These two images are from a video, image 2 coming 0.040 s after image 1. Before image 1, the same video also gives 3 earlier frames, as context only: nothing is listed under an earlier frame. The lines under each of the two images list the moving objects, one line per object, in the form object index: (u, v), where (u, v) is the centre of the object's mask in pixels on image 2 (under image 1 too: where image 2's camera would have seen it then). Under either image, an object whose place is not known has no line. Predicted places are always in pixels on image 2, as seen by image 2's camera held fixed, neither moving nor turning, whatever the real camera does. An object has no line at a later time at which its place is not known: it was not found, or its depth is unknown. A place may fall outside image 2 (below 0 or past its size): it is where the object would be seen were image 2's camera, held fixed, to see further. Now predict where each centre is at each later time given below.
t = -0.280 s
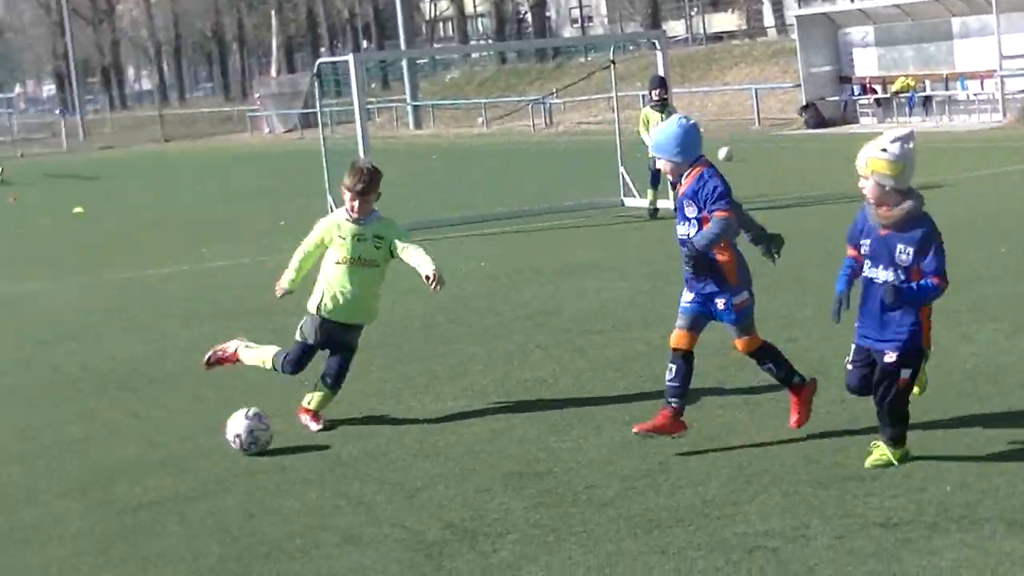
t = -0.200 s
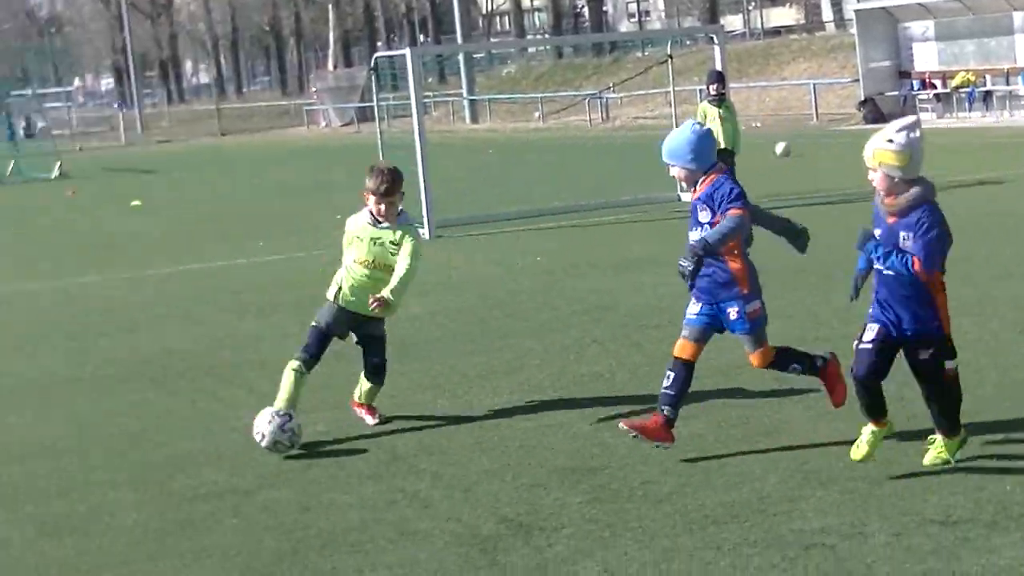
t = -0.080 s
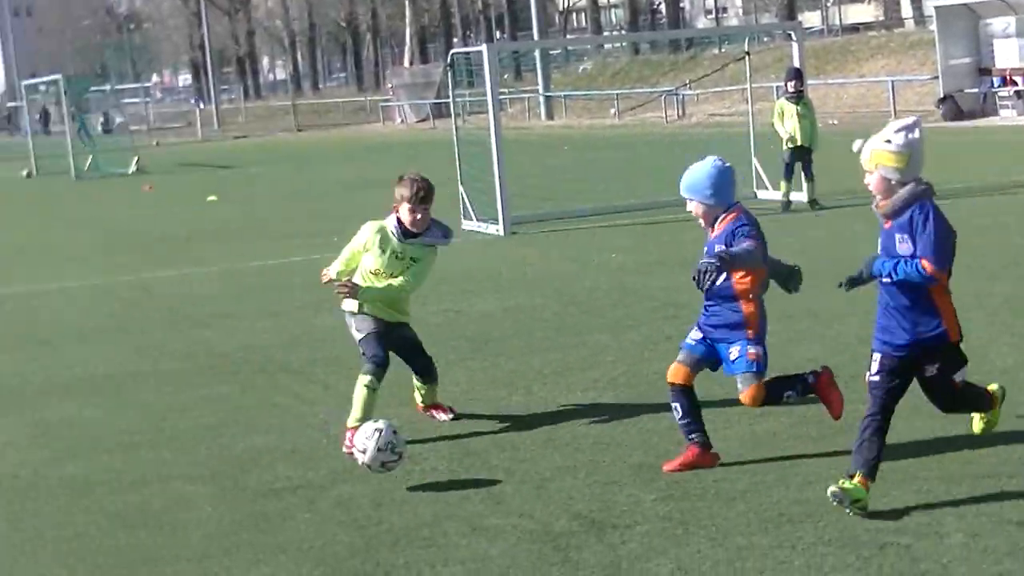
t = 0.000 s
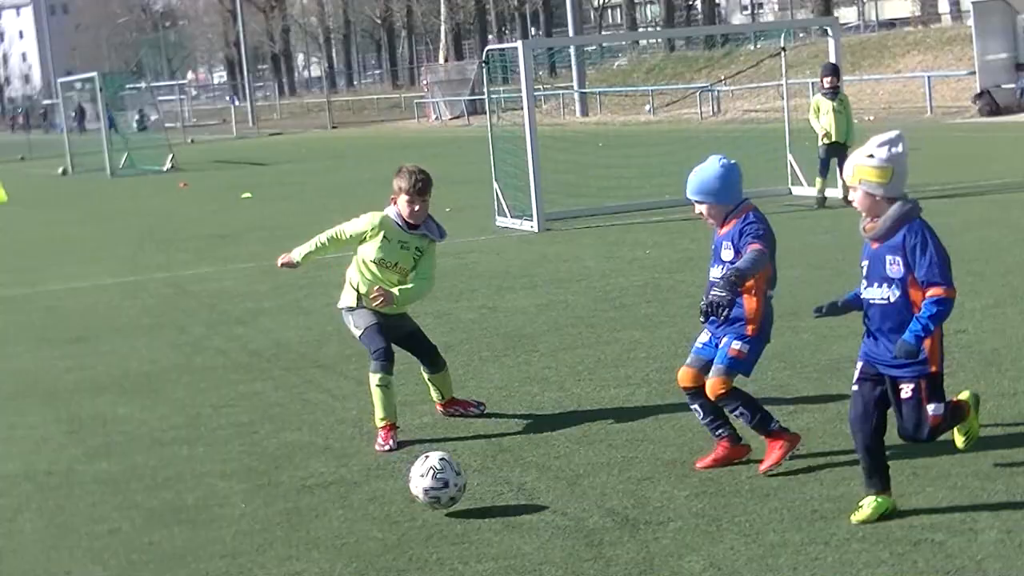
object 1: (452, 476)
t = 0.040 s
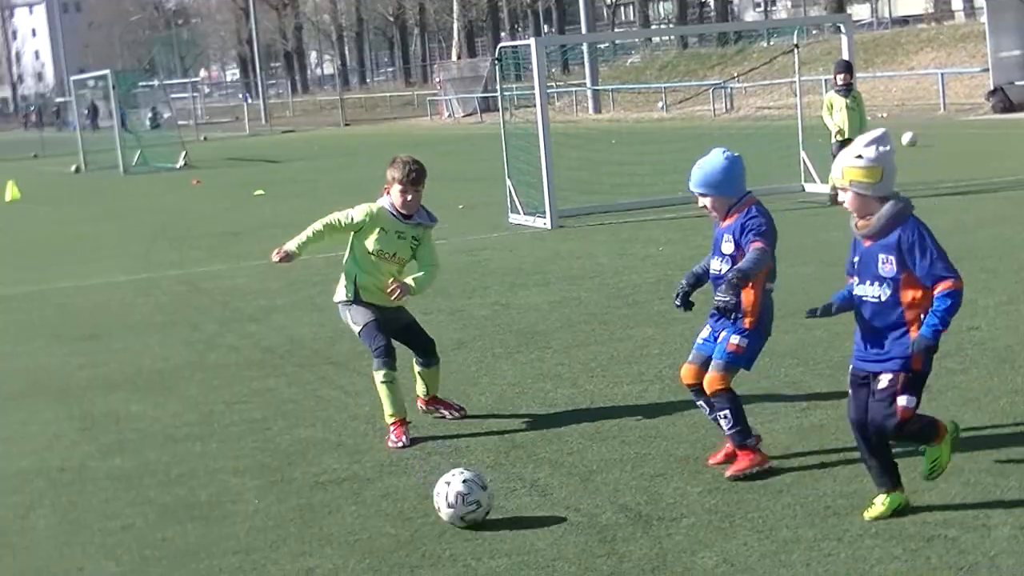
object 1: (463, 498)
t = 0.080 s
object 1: (468, 504)
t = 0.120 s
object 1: (475, 516)
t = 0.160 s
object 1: (484, 533)
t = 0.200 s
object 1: (494, 558)
